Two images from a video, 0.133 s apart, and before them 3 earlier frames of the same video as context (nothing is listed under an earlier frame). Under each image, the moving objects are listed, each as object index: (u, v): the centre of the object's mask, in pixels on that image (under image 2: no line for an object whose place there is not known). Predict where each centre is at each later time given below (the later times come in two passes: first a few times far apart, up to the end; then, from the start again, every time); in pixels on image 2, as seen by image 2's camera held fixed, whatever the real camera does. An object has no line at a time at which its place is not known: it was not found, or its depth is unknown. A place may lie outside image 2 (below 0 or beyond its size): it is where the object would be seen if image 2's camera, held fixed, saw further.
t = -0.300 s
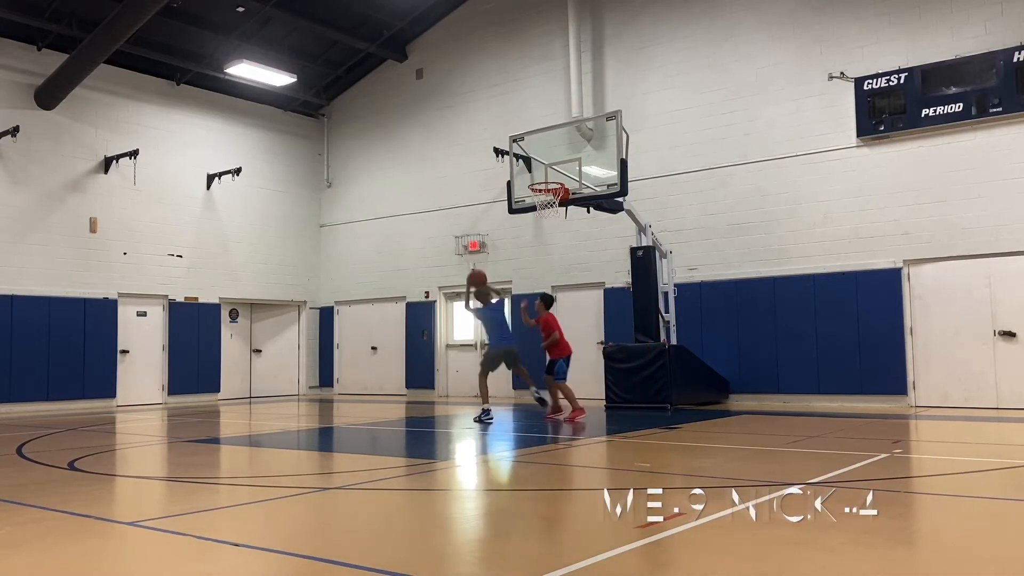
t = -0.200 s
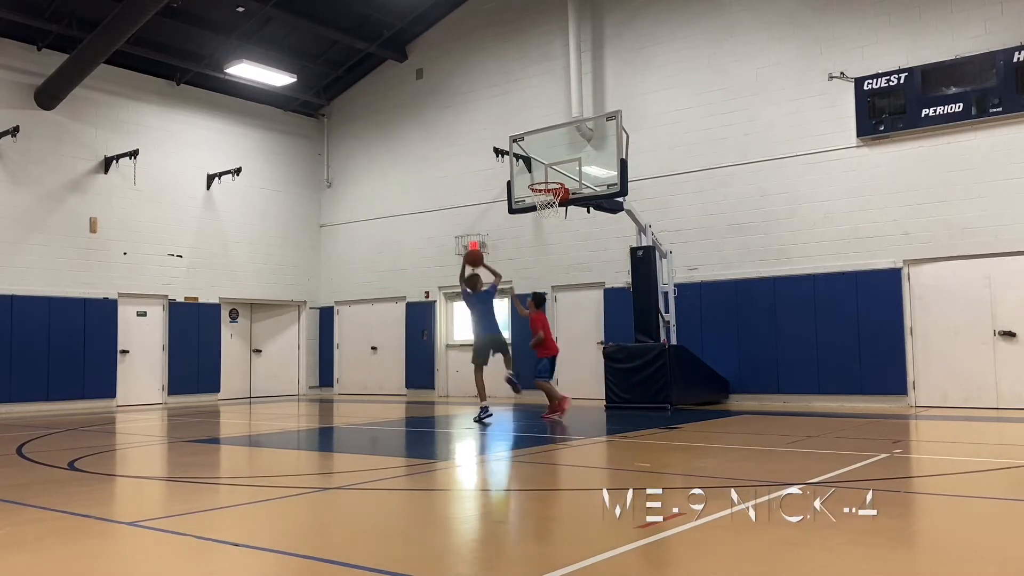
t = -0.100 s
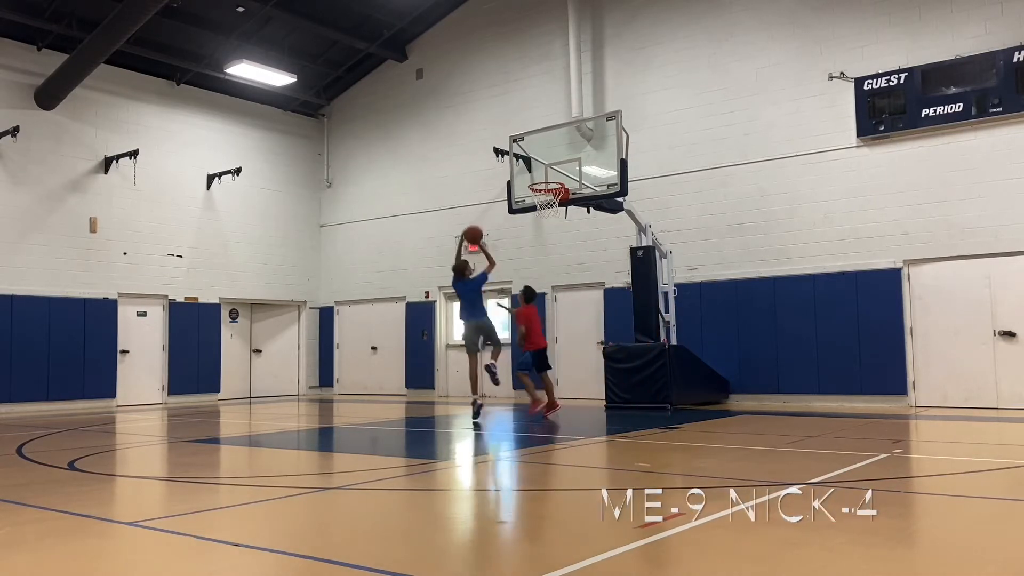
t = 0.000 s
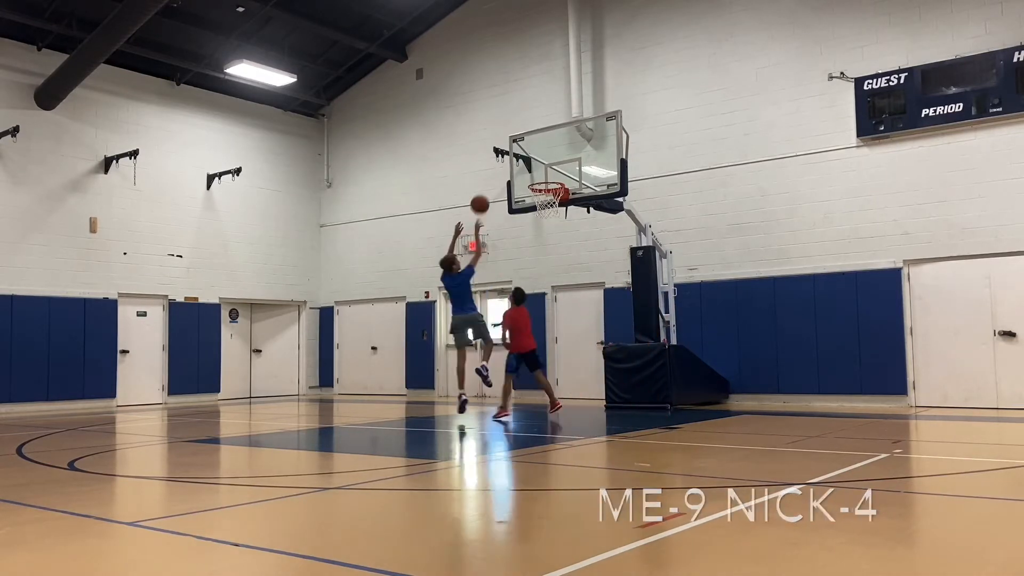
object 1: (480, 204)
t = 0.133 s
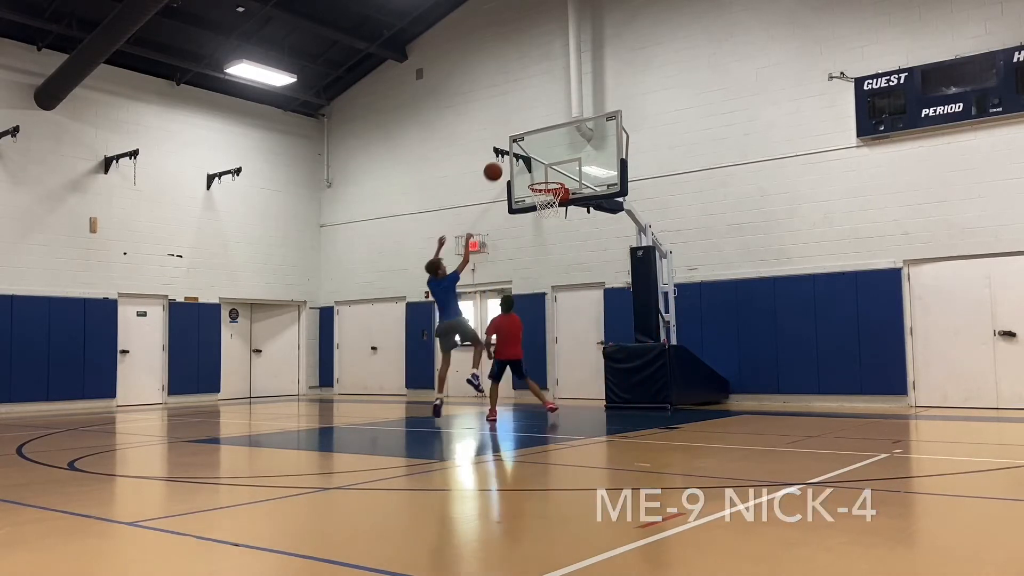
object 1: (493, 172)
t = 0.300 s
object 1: (509, 151)
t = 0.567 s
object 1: (535, 160)
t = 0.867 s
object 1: (558, 216)
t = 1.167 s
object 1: (567, 291)
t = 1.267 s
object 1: (570, 330)
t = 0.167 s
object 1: (496, 166)
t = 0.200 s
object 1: (499, 161)
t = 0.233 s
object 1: (502, 157)
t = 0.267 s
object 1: (506, 153)
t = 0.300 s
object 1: (509, 151)
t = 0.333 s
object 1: (512, 149)
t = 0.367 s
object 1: (515, 148)
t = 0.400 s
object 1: (519, 148)
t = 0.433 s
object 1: (522, 149)
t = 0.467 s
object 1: (525, 150)
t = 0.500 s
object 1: (528, 153)
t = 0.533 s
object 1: (532, 155)
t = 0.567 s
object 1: (535, 160)
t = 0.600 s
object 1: (538, 165)
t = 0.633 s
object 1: (541, 171)
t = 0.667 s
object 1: (544, 177)
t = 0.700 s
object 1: (546, 181)
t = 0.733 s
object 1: (551, 192)
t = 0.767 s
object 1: (554, 199)
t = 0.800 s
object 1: (556, 207)
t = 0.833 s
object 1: (556, 214)
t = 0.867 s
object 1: (558, 216)
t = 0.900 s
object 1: (559, 220)
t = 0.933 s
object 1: (560, 226)
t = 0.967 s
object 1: (561, 233)
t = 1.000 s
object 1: (561, 240)
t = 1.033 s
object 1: (562, 249)
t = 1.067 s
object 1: (563, 258)
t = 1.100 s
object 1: (564, 268)
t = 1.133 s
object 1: (565, 279)
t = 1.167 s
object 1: (567, 291)
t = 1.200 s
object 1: (568, 303)
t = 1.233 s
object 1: (569, 316)
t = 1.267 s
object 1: (570, 330)
